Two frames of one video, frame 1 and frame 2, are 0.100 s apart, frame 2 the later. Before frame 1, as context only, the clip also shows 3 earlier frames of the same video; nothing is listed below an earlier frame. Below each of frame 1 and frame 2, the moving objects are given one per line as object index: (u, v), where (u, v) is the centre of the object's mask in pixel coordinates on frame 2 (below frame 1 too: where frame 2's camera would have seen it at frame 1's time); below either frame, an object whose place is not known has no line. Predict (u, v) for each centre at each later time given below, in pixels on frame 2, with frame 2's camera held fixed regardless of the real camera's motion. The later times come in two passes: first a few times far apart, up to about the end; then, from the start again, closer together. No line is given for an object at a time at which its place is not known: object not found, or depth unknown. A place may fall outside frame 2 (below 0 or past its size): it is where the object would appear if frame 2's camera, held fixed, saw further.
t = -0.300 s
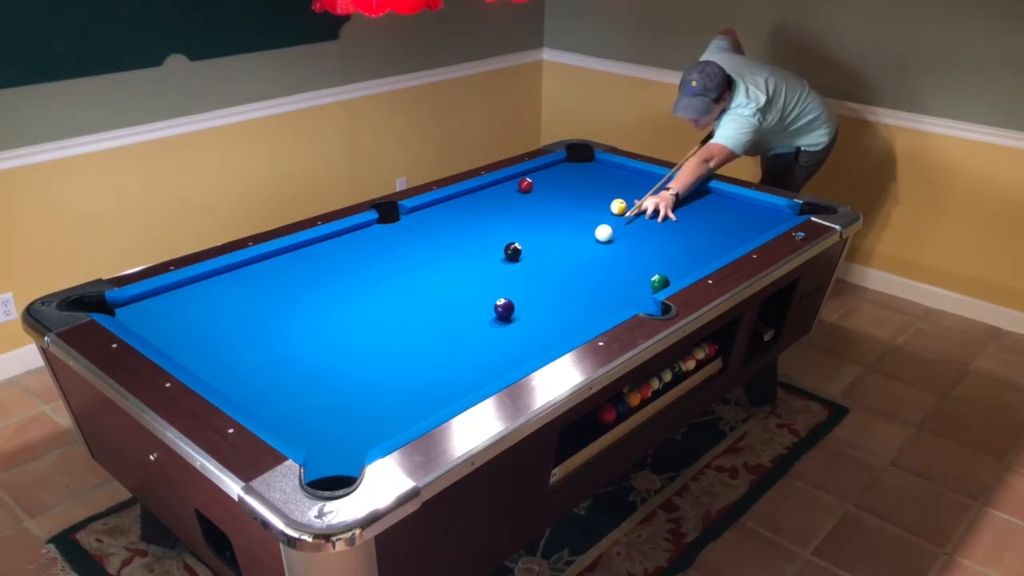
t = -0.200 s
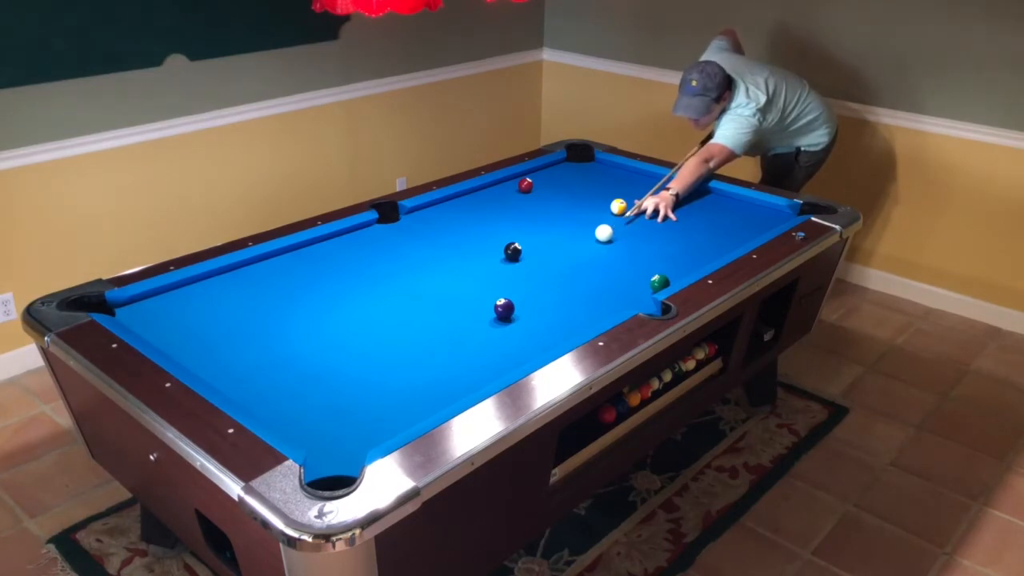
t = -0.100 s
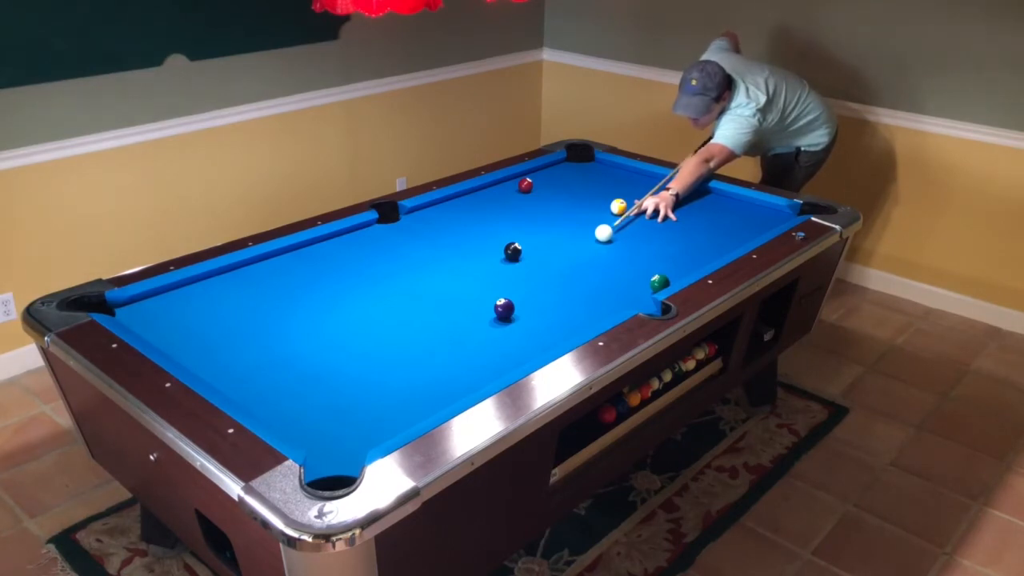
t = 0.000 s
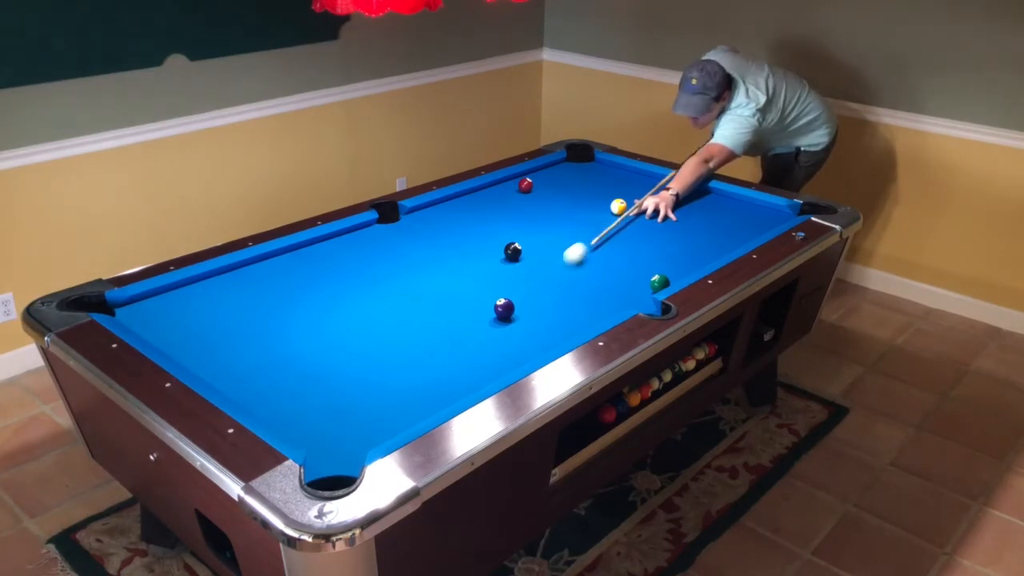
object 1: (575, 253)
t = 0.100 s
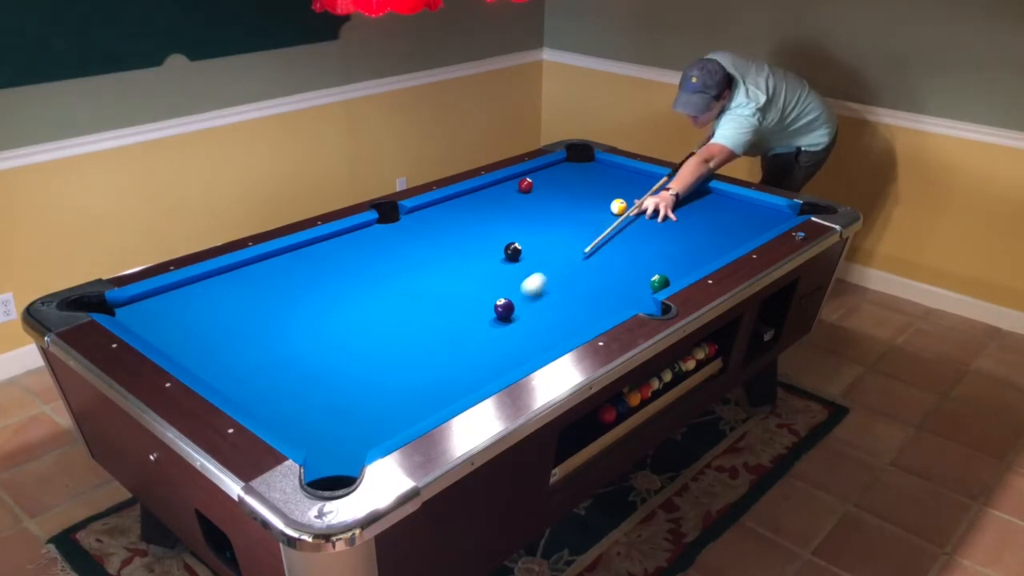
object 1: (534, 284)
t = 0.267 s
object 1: (508, 300)
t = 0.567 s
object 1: (496, 300)
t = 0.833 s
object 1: (488, 300)
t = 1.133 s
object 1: (481, 300)
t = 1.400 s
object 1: (478, 300)
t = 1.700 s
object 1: (476, 300)
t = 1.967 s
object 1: (477, 300)
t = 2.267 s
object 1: (477, 300)
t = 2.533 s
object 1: (477, 300)
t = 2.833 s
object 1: (477, 300)
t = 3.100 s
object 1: (477, 300)
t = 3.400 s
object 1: (477, 300)
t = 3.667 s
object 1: (477, 300)
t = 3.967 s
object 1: (477, 300)
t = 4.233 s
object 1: (477, 300)
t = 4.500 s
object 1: (476, 299)
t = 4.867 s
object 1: (477, 300)
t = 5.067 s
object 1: (476, 300)
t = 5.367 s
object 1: (476, 300)
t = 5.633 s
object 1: (477, 300)
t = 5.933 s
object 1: (477, 300)
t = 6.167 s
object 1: (477, 300)
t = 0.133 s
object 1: (520, 295)
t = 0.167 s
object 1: (512, 300)
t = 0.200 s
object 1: (511, 300)
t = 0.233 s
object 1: (509, 300)
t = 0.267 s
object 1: (508, 300)
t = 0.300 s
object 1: (506, 300)
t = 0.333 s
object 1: (505, 300)
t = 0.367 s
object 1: (504, 300)
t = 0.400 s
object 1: (502, 300)
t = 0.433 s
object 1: (501, 300)
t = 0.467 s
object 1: (500, 300)
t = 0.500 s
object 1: (498, 300)
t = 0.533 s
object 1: (497, 300)
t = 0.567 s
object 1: (496, 300)
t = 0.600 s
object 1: (495, 300)
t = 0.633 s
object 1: (494, 300)
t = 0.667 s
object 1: (493, 300)
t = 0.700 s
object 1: (492, 300)
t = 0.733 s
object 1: (490, 300)
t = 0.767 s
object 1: (490, 300)
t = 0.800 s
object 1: (489, 300)
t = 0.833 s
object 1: (488, 300)
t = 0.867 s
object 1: (487, 300)
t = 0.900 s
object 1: (486, 300)
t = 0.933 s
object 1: (485, 300)
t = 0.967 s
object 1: (485, 300)
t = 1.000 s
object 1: (484, 300)
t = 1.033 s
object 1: (483, 300)
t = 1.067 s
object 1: (482, 300)
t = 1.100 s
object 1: (482, 300)
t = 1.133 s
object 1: (481, 300)
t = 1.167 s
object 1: (481, 300)
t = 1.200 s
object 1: (480, 300)
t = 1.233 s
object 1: (480, 300)
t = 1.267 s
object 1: (479, 300)
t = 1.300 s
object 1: (479, 300)
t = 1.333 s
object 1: (478, 300)
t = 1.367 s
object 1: (478, 300)
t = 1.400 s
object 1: (478, 300)
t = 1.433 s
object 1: (477, 300)
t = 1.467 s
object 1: (477, 300)
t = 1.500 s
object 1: (477, 300)
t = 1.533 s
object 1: (476, 300)
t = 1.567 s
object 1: (476, 300)
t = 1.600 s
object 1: (476, 300)
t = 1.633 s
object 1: (476, 300)
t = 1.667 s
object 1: (476, 300)
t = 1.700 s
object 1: (476, 300)
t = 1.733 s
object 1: (476, 300)
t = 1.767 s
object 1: (476, 300)
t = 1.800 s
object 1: (476, 300)
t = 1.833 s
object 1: (476, 300)
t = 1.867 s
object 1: (477, 300)
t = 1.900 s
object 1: (477, 300)
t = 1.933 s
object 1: (477, 300)
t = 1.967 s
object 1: (477, 300)
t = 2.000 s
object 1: (477, 300)
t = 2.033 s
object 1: (477, 300)
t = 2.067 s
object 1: (477, 300)
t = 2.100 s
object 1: (477, 300)
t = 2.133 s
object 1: (477, 300)
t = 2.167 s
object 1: (477, 300)
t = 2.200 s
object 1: (477, 300)
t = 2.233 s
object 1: (477, 300)
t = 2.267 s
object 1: (477, 300)
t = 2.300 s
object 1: (477, 300)
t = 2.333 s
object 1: (477, 300)
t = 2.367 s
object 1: (477, 300)
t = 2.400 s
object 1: (477, 300)
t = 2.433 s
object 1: (477, 300)
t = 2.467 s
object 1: (476, 300)
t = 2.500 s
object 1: (477, 300)
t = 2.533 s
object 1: (477, 300)
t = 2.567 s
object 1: (477, 300)
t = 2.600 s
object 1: (476, 300)
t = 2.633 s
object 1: (477, 300)
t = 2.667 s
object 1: (477, 300)
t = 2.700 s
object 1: (477, 300)
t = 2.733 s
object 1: (477, 300)
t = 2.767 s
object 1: (477, 300)
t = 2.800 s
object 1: (477, 300)
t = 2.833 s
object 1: (477, 300)
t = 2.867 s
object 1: (477, 300)
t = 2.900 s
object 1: (477, 300)
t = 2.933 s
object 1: (477, 300)
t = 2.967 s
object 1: (477, 300)
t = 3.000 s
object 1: (477, 300)
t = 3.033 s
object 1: (477, 300)
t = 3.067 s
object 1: (477, 300)
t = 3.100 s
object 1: (477, 300)
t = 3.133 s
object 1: (477, 300)
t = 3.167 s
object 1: (477, 300)
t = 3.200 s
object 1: (477, 300)
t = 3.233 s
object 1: (477, 300)
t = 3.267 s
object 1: (477, 300)
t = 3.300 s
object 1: (477, 300)
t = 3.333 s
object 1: (477, 300)
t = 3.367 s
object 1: (477, 300)
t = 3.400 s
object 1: (477, 300)
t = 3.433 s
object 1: (477, 300)
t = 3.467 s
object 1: (477, 300)
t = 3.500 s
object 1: (477, 300)
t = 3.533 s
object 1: (477, 300)
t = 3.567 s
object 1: (477, 300)
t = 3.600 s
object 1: (477, 300)
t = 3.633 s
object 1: (477, 300)
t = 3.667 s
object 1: (477, 300)
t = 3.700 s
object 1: (477, 300)
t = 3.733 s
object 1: (477, 300)
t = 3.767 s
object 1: (477, 300)
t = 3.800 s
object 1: (477, 300)
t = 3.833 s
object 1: (477, 300)
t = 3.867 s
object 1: (477, 300)
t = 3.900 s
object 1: (477, 300)
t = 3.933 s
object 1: (477, 300)
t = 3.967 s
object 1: (477, 300)
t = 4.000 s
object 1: (477, 300)
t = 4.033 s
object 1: (477, 300)
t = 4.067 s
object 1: (477, 300)
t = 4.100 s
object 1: (477, 300)
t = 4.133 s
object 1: (477, 300)
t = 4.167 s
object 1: (477, 300)
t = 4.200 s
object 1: (477, 300)
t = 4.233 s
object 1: (477, 300)
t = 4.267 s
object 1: (477, 300)
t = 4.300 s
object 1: (477, 300)
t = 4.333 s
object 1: (477, 300)
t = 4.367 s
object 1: (477, 300)
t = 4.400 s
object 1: (477, 300)
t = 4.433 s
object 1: (477, 300)
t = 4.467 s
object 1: (476, 300)
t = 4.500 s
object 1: (476, 299)
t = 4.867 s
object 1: (477, 300)
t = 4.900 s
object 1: (476, 300)
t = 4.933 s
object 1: (477, 300)
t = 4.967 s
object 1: (477, 300)
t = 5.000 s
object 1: (477, 300)
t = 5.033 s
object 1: (477, 300)
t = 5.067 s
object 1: (476, 300)
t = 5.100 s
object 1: (477, 300)
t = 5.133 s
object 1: (477, 300)
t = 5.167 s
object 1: (477, 300)
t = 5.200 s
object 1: (476, 300)
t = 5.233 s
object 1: (476, 300)
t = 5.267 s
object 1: (477, 300)
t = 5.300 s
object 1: (477, 300)
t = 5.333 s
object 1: (477, 300)
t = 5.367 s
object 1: (476, 300)
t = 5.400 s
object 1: (477, 300)
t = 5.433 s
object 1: (476, 300)
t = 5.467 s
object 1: (477, 300)
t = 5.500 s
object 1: (477, 300)
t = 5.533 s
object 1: (477, 300)
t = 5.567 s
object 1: (477, 300)
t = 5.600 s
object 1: (477, 300)
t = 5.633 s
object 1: (477, 300)
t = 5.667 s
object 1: (477, 300)
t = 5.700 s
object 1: (477, 300)
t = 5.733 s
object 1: (477, 300)
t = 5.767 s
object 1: (477, 300)
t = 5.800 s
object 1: (477, 300)
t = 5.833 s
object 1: (477, 300)
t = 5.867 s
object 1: (477, 300)
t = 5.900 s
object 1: (477, 300)
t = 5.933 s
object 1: (477, 300)
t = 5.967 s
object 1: (477, 300)
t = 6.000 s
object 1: (477, 300)
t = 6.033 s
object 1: (477, 300)
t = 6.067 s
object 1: (477, 300)
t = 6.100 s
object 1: (477, 300)
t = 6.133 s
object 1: (477, 300)
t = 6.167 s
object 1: (477, 300)
